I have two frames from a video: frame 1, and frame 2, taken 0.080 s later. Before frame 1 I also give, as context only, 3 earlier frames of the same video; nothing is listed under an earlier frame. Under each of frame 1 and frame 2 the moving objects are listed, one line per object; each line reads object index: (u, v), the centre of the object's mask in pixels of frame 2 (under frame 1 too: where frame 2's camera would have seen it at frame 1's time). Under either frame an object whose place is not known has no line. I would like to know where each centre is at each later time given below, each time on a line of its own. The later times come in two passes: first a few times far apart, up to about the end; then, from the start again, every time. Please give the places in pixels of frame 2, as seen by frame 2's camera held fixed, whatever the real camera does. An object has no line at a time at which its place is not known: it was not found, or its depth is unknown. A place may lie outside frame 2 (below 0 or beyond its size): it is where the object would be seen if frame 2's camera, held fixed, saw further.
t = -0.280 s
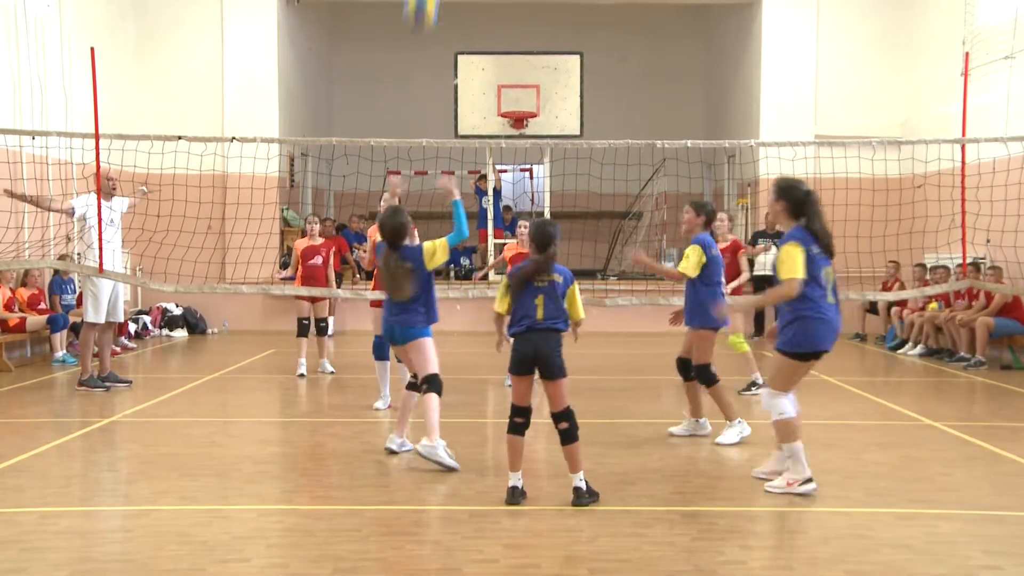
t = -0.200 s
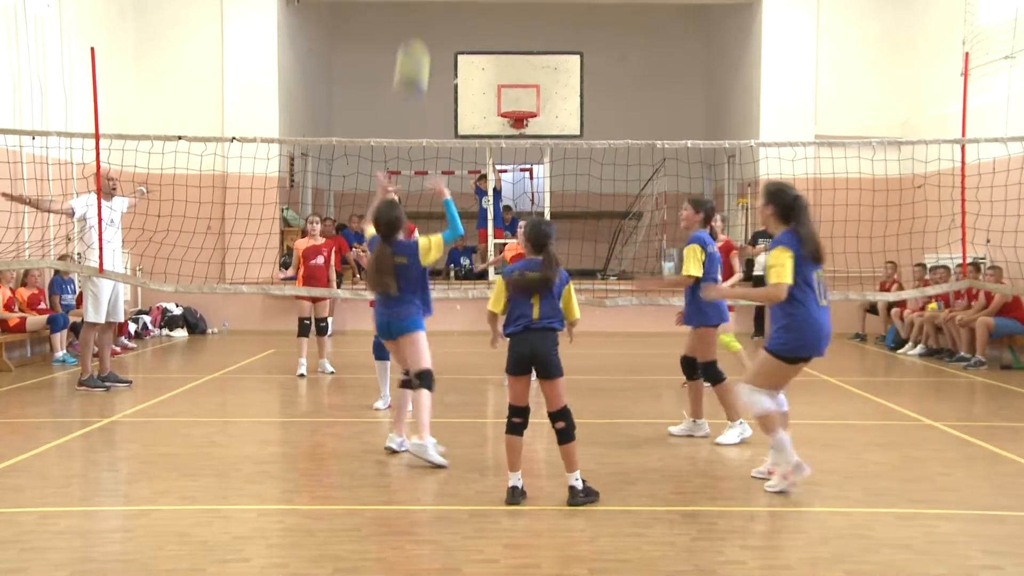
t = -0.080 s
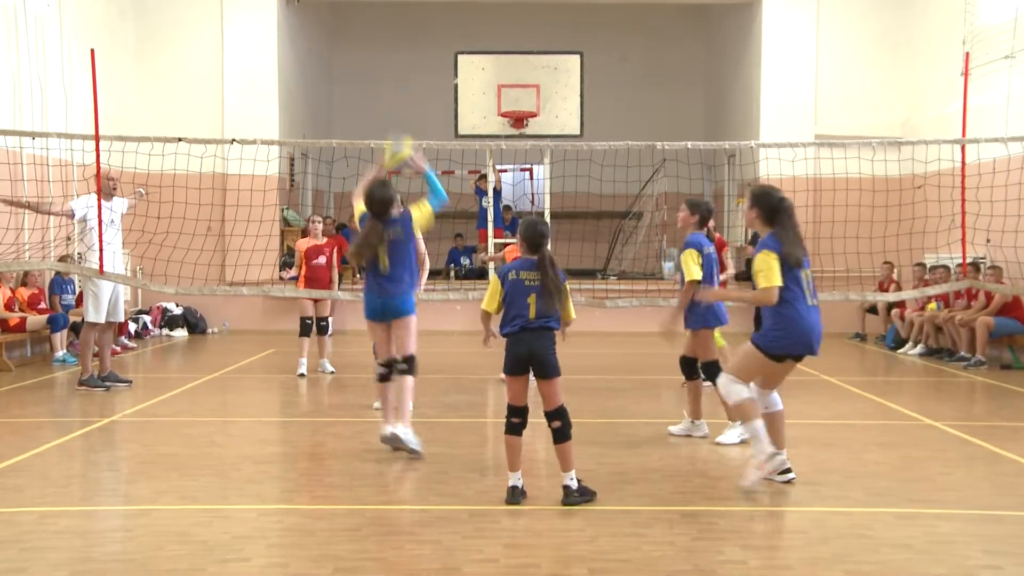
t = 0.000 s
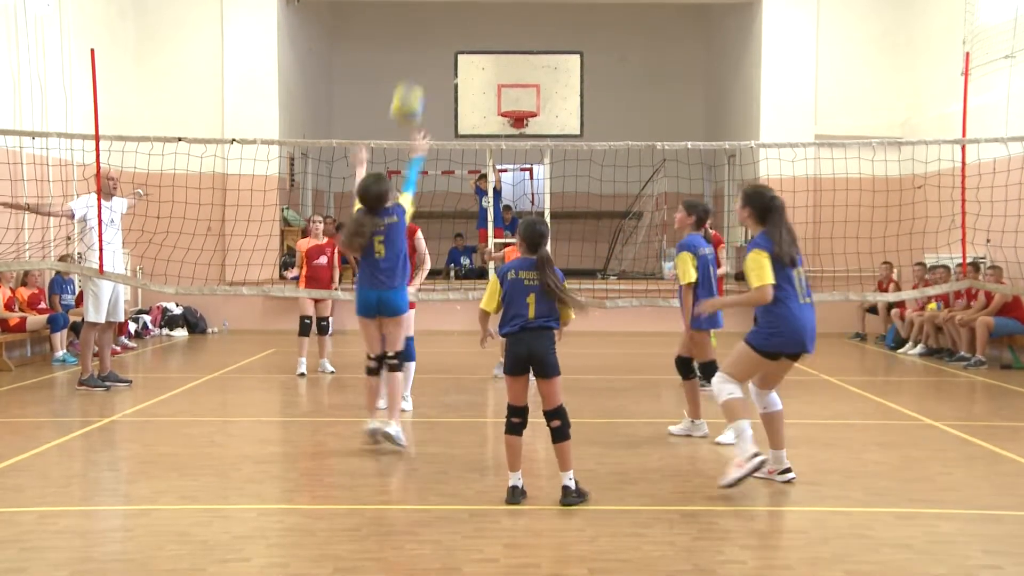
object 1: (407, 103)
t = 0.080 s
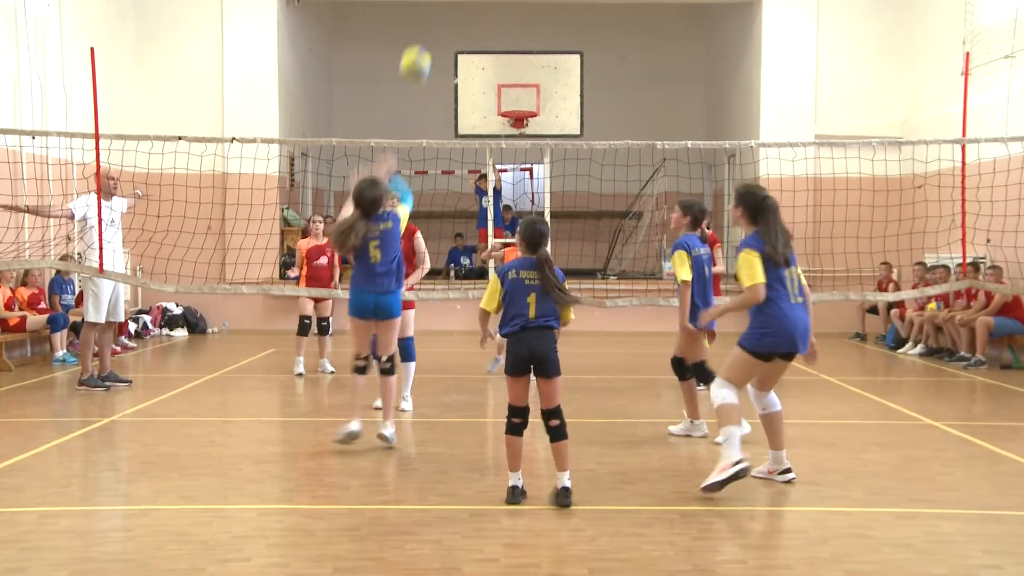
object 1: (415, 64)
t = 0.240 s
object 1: (429, 24)
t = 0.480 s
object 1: (444, 26)
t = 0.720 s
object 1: (451, 89)
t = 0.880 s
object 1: (458, 157)
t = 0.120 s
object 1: (419, 49)
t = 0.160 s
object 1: (422, 38)
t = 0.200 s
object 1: (426, 29)
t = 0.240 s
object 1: (429, 24)
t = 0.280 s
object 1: (432, 19)
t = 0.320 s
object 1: (434, 17)
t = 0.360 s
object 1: (437, 16)
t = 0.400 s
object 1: (440, 18)
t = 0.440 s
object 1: (441, 21)
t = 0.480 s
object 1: (444, 26)
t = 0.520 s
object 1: (445, 33)
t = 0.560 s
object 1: (447, 41)
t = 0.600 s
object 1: (448, 51)
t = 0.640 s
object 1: (450, 62)
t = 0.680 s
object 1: (450, 75)
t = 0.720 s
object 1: (451, 89)
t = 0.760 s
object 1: (453, 103)
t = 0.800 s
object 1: (455, 119)
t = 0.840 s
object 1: (456, 132)
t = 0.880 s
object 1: (458, 157)
